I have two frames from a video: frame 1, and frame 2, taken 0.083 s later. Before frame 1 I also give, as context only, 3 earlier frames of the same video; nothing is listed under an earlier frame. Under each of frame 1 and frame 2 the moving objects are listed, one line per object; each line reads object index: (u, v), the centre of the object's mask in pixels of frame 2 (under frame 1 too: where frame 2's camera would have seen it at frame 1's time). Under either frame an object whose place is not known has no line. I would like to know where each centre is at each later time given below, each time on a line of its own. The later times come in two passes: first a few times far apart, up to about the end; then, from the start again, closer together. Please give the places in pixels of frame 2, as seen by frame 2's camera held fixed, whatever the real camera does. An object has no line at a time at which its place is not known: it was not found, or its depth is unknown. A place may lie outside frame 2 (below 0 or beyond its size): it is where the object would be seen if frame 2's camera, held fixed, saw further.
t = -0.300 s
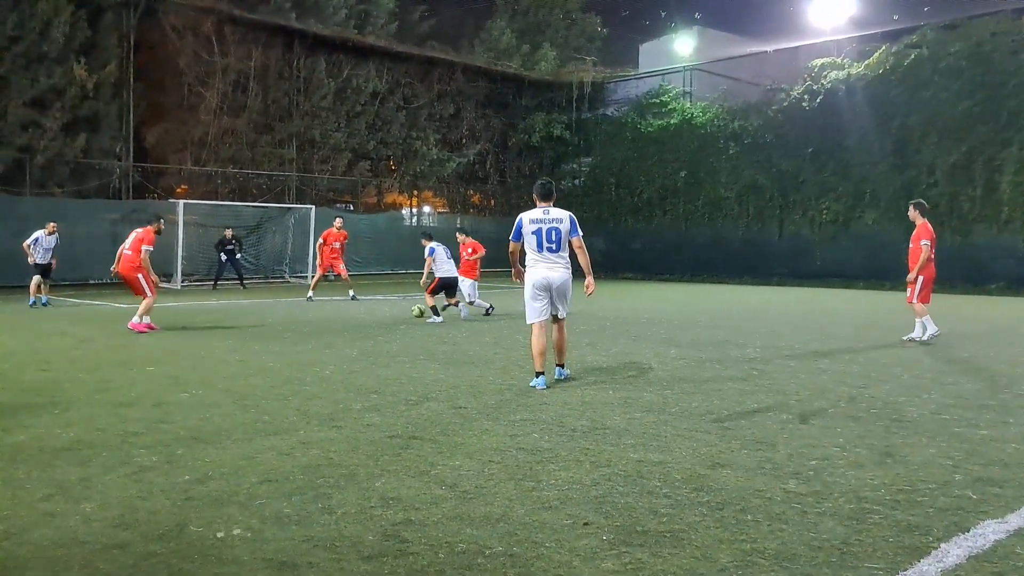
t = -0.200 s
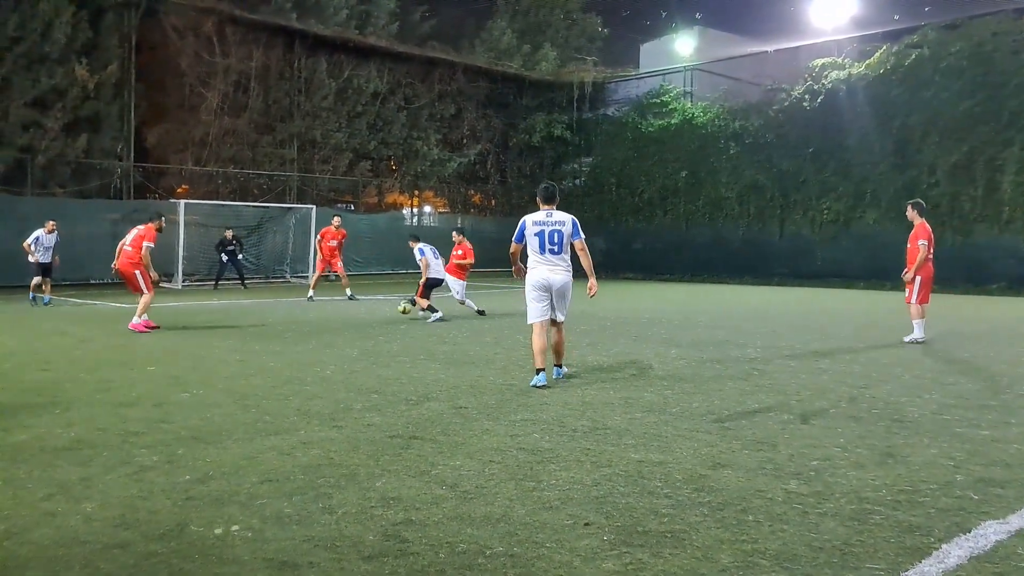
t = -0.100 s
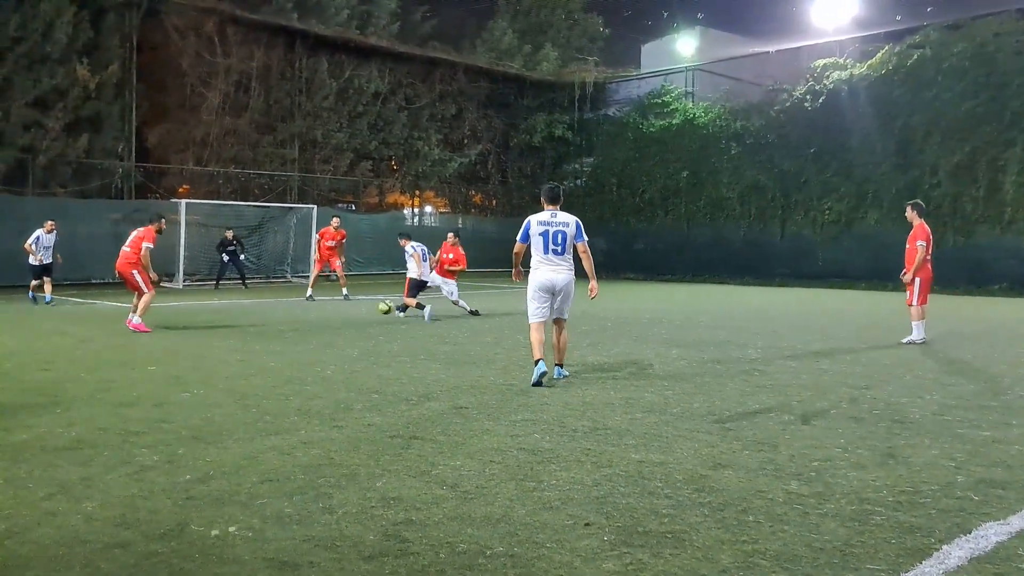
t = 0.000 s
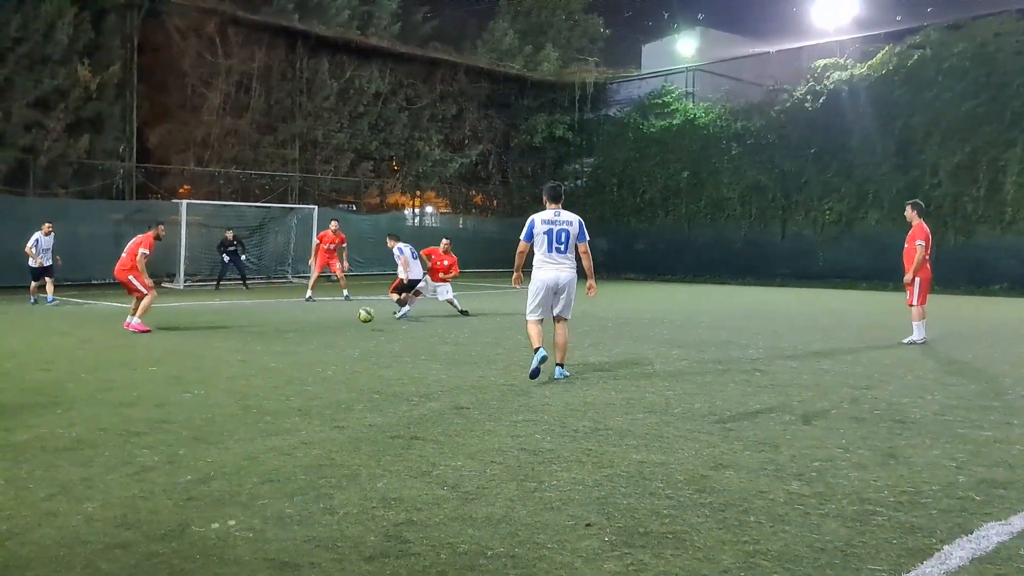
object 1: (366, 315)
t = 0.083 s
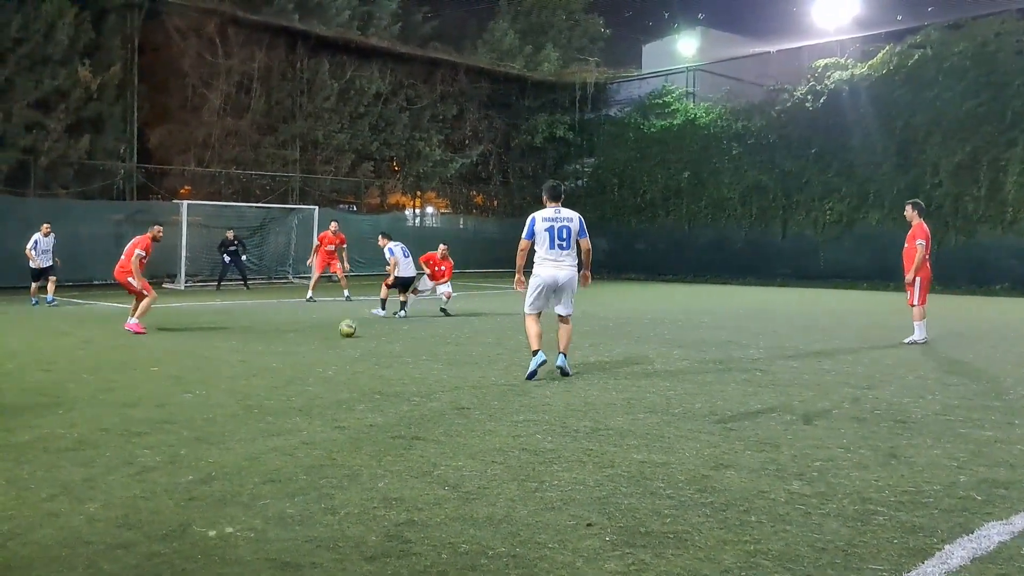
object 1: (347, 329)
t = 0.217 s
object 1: (321, 328)
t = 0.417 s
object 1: (277, 348)
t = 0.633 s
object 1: (226, 353)
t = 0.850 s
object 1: (163, 373)
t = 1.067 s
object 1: (88, 398)
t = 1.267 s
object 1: (-5, 429)
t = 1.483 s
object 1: (-150, 471)
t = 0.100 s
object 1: (345, 330)
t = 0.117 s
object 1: (341, 329)
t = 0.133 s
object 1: (337, 328)
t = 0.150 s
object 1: (335, 328)
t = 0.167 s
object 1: (331, 327)
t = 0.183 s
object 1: (328, 327)
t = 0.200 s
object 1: (325, 327)
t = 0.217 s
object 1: (321, 328)
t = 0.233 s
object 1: (317, 328)
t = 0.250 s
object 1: (314, 329)
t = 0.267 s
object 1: (310, 330)
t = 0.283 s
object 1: (306, 332)
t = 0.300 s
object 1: (303, 333)
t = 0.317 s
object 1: (299, 335)
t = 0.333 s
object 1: (296, 337)
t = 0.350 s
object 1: (292, 340)
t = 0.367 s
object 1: (288, 343)
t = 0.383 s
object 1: (284, 347)
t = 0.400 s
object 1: (281, 349)
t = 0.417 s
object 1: (277, 348)
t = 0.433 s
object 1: (273, 346)
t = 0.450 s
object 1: (270, 345)
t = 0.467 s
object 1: (266, 344)
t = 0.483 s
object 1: (262, 343)
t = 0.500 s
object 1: (258, 343)
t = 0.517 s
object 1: (254, 343)
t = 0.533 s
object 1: (251, 344)
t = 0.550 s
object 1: (247, 344)
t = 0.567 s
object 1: (243, 346)
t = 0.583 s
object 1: (238, 347)
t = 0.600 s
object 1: (234, 348)
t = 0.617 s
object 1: (231, 351)
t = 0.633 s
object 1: (226, 353)
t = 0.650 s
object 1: (221, 355)
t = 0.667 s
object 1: (218, 359)
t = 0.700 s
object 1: (208, 366)
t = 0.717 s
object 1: (205, 368)
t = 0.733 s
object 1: (199, 368)
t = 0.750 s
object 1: (193, 367)
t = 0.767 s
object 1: (190, 367)
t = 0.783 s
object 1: (185, 368)
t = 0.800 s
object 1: (179, 368)
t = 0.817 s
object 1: (176, 369)
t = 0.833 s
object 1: (170, 371)
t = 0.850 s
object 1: (163, 373)
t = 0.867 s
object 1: (160, 375)
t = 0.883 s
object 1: (154, 379)
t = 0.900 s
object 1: (148, 381)
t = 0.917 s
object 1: (144, 385)
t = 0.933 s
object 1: (137, 386)
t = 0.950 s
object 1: (131, 386)
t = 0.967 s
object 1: (126, 386)
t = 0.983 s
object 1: (120, 388)
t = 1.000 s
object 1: (113, 388)
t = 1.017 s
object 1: (108, 390)
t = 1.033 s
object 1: (101, 392)
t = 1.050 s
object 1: (94, 395)
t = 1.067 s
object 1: (88, 398)
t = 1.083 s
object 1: (81, 402)
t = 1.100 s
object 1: (74, 404)
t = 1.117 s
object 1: (67, 406)
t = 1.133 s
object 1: (59, 407)
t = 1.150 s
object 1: (52, 410)
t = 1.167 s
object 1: (45, 412)
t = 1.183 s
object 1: (37, 415)
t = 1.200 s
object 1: (29, 417)
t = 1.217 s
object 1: (21, 419)
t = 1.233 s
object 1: (11, 422)
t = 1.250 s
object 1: (3, 424)
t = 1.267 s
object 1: (-5, 429)
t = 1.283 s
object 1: (-15, 430)
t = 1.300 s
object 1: (-24, 432)
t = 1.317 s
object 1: (-34, 436)
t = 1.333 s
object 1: (-45, 440)
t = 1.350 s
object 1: (-55, 443)
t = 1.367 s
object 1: (-65, 447)
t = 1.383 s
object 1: (-77, 450)
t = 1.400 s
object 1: (-87, 453)
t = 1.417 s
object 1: (-98, 456)
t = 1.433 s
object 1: (-111, 460)
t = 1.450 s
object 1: (-123, 463)
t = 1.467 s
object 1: (-137, 467)
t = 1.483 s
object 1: (-150, 471)
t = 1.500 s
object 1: (-159, 475)
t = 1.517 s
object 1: (-177, 476)
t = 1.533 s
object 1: (-190, 482)
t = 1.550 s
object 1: (-205, 485)
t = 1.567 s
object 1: (-223, 490)
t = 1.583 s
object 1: (-240, 497)
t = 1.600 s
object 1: (-253, 503)
